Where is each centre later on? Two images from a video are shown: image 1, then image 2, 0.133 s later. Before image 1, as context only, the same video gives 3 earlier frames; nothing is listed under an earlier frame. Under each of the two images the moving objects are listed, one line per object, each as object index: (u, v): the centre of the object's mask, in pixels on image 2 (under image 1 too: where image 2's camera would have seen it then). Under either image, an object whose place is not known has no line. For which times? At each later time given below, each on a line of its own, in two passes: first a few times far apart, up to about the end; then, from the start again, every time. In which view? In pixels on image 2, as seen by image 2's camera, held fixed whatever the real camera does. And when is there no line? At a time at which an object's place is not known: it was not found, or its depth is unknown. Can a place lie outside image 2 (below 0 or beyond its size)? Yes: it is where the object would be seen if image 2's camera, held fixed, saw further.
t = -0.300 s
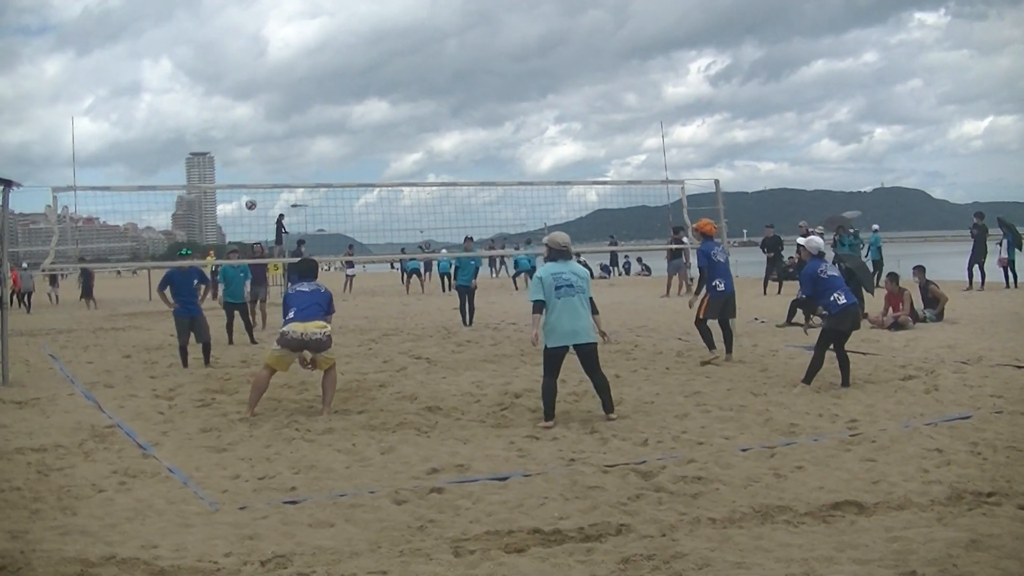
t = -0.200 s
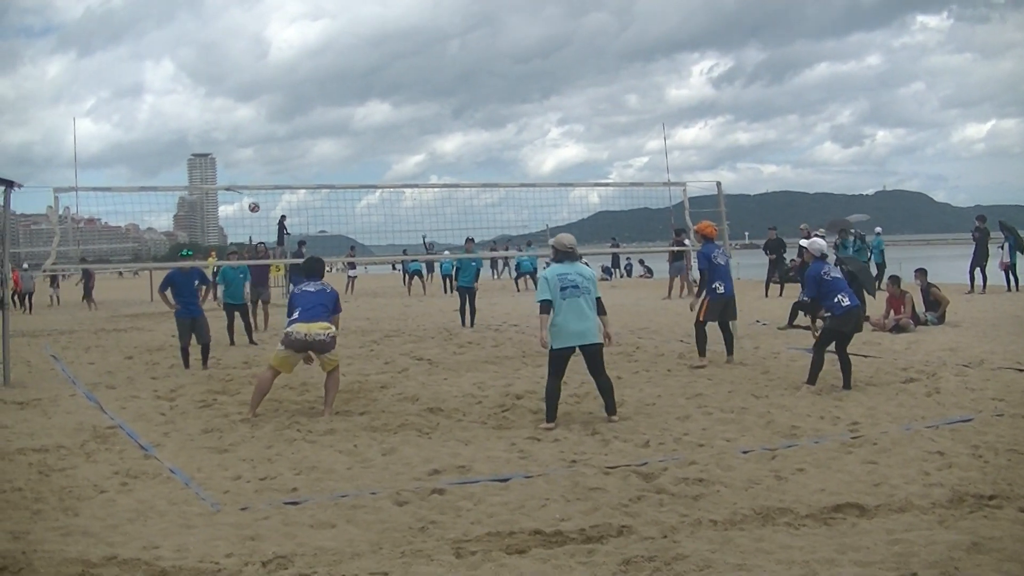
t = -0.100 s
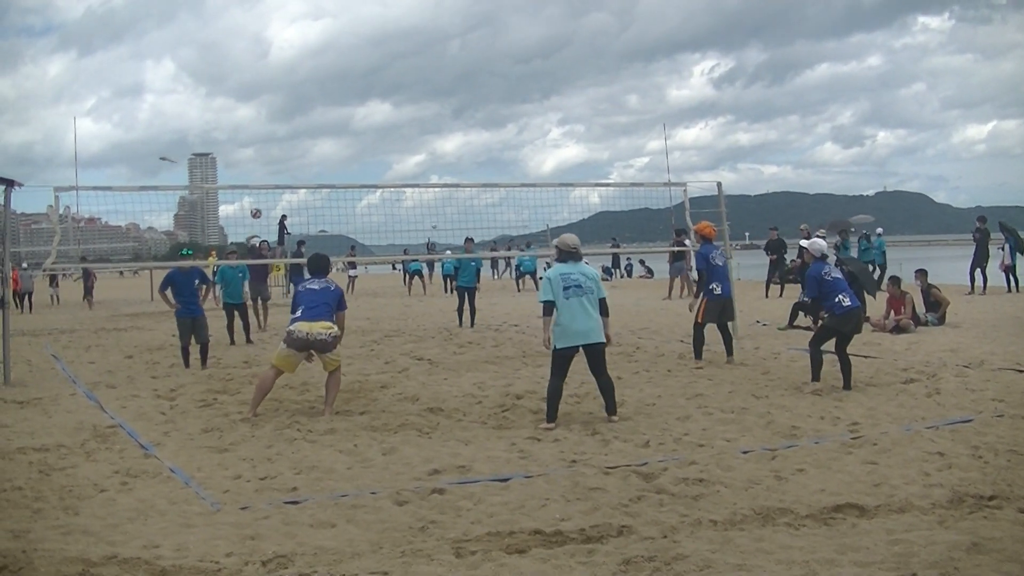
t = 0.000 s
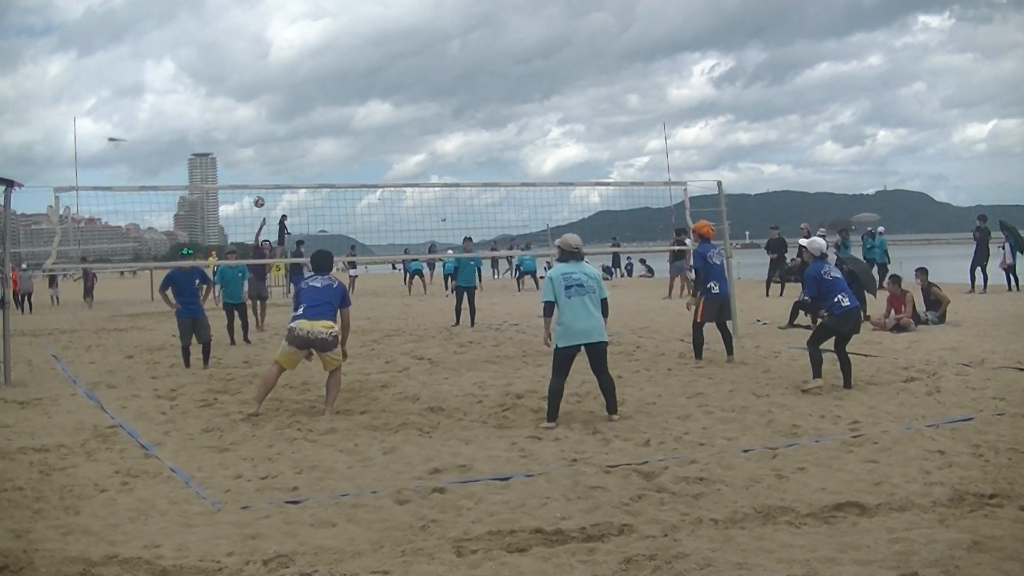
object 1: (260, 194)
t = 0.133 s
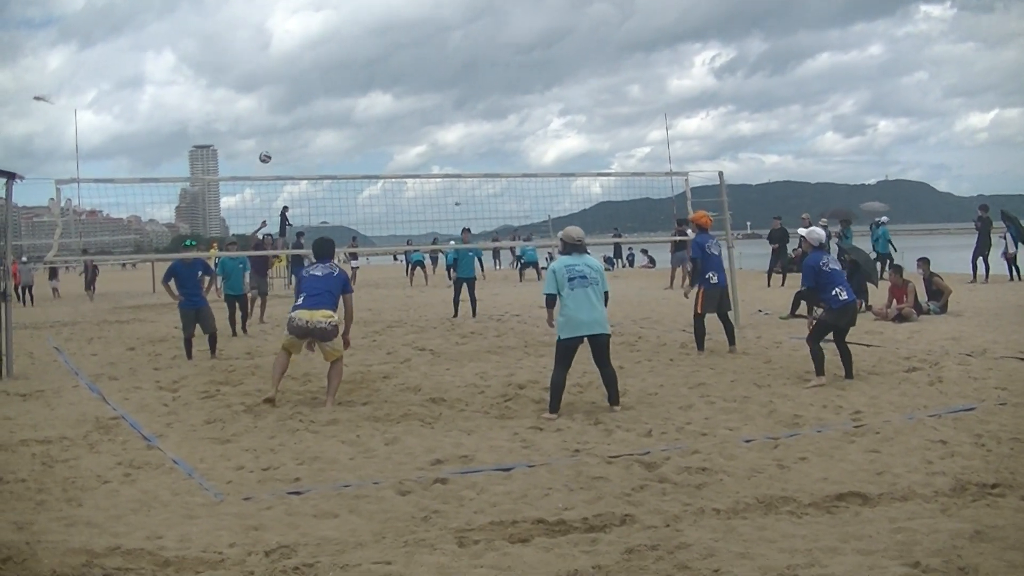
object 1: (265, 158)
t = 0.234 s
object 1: (268, 135)
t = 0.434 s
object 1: (276, 104)
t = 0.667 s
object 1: (288, 94)
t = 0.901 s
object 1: (310, 132)
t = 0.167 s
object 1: (266, 149)
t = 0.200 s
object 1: (267, 142)
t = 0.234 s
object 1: (268, 135)
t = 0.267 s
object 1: (269, 129)
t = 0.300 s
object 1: (270, 122)
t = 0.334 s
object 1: (272, 117)
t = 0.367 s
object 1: (273, 112)
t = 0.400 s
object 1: (274, 107)
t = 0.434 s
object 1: (276, 104)
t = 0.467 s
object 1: (277, 101)
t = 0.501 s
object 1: (279, 98)
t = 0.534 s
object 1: (281, 96)
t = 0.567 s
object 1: (283, 94)
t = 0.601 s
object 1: (284, 93)
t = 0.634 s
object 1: (286, 93)
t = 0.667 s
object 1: (288, 94)
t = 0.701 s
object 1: (290, 96)
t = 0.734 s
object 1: (292, 99)
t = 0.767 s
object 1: (295, 103)
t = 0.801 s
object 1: (299, 109)
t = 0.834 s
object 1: (302, 116)
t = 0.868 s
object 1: (306, 123)
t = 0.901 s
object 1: (310, 132)
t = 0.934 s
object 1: (314, 143)
